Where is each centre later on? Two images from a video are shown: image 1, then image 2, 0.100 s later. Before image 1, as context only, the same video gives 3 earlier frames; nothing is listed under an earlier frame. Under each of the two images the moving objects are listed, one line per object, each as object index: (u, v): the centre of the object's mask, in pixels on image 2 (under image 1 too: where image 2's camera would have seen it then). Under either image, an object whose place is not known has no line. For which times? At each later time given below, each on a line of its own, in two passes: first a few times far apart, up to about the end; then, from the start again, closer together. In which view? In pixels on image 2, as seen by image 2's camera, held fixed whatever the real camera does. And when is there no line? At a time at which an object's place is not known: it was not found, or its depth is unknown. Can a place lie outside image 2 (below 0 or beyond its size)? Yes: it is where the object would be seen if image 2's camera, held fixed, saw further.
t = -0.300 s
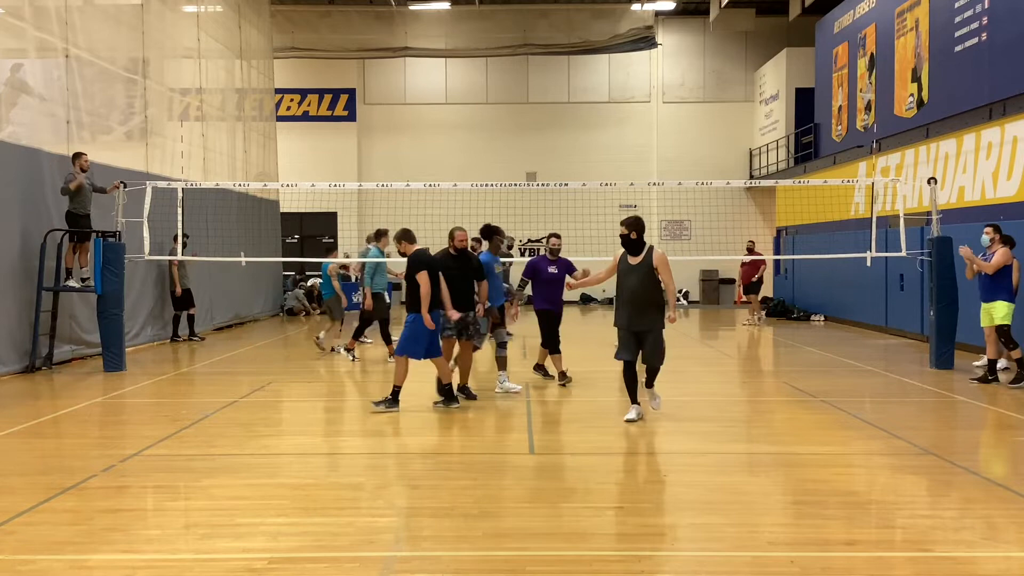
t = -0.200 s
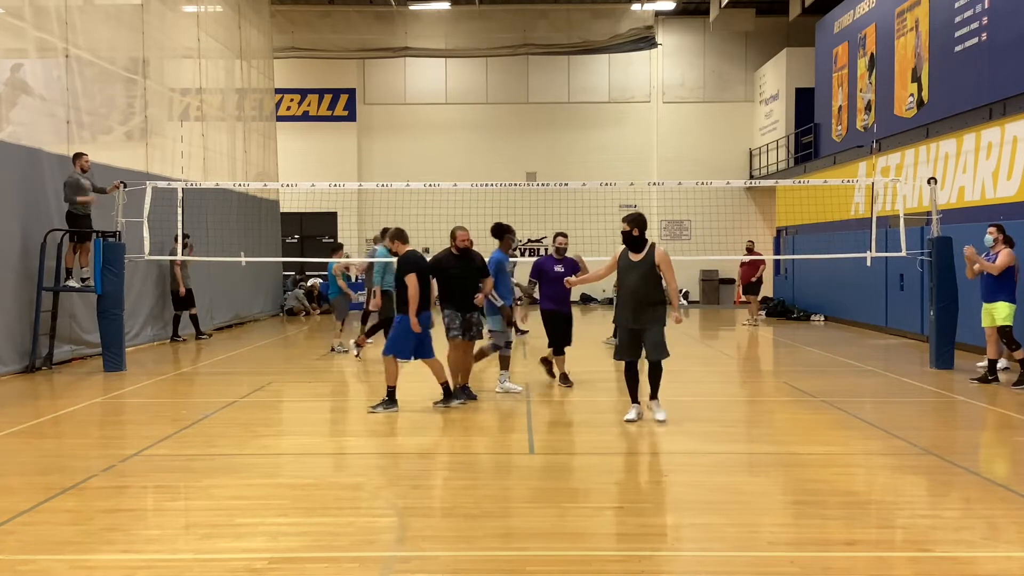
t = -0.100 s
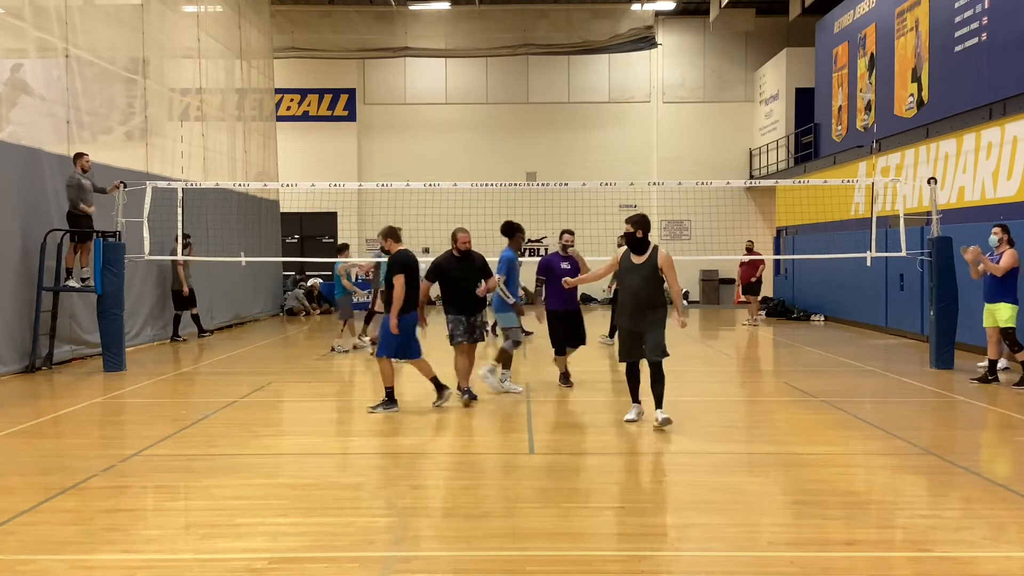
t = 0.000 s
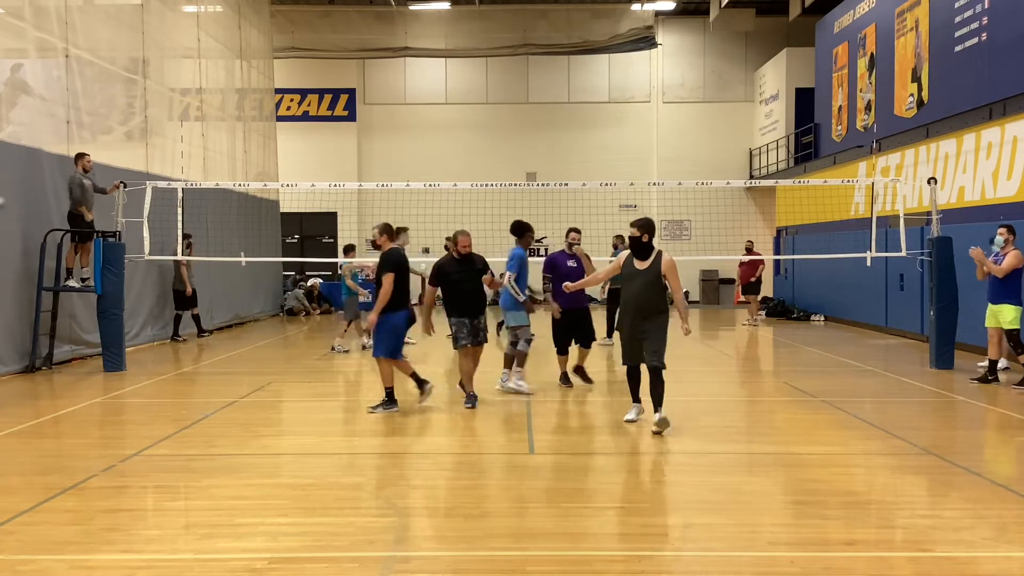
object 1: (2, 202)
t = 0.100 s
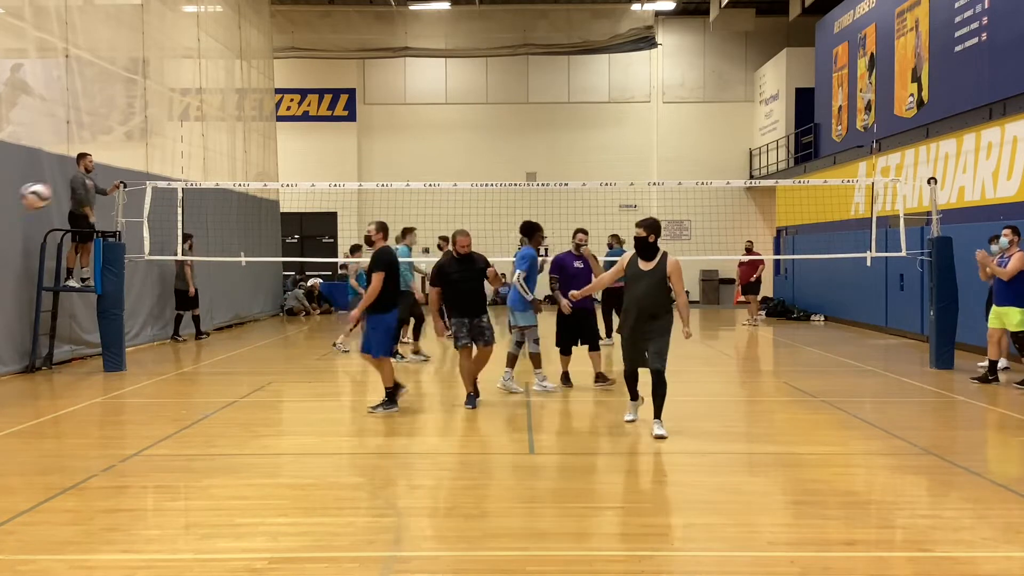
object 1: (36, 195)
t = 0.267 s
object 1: (121, 206)
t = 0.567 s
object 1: (286, 317)
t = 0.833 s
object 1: (415, 415)
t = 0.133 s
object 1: (52, 195)
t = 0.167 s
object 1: (69, 196)
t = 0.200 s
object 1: (85, 198)
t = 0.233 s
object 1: (103, 201)
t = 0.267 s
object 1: (121, 206)
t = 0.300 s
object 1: (139, 211)
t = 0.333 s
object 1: (157, 220)
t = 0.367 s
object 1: (174, 229)
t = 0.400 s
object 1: (193, 242)
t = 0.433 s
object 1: (210, 253)
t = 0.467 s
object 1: (230, 267)
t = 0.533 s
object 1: (267, 299)
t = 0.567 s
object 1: (286, 317)
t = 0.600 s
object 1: (307, 339)
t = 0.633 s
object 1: (325, 360)
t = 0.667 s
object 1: (345, 387)
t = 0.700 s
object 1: (364, 411)
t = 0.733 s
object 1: (384, 440)
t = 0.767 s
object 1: (399, 456)
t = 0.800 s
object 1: (408, 434)
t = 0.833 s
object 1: (415, 415)
